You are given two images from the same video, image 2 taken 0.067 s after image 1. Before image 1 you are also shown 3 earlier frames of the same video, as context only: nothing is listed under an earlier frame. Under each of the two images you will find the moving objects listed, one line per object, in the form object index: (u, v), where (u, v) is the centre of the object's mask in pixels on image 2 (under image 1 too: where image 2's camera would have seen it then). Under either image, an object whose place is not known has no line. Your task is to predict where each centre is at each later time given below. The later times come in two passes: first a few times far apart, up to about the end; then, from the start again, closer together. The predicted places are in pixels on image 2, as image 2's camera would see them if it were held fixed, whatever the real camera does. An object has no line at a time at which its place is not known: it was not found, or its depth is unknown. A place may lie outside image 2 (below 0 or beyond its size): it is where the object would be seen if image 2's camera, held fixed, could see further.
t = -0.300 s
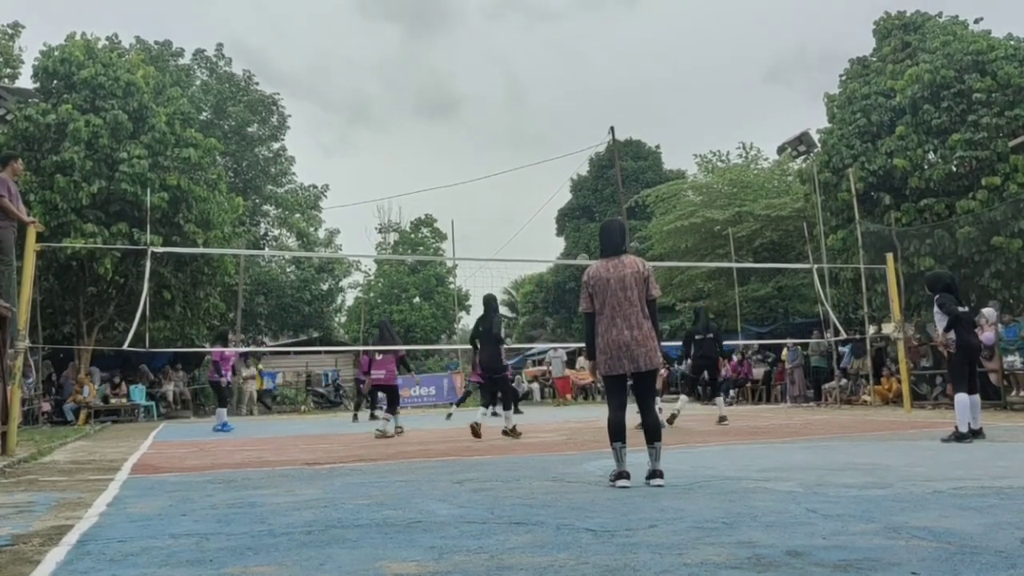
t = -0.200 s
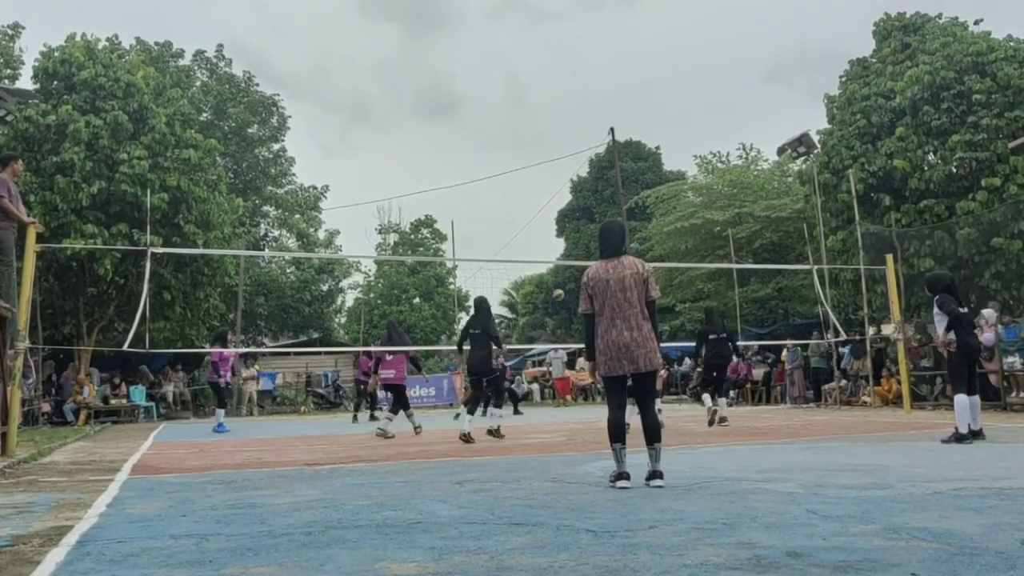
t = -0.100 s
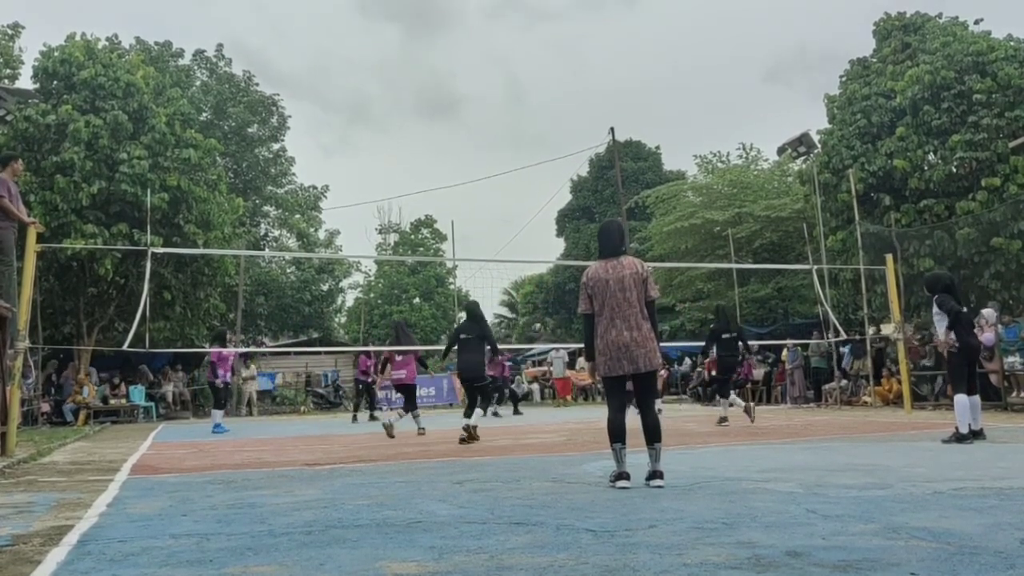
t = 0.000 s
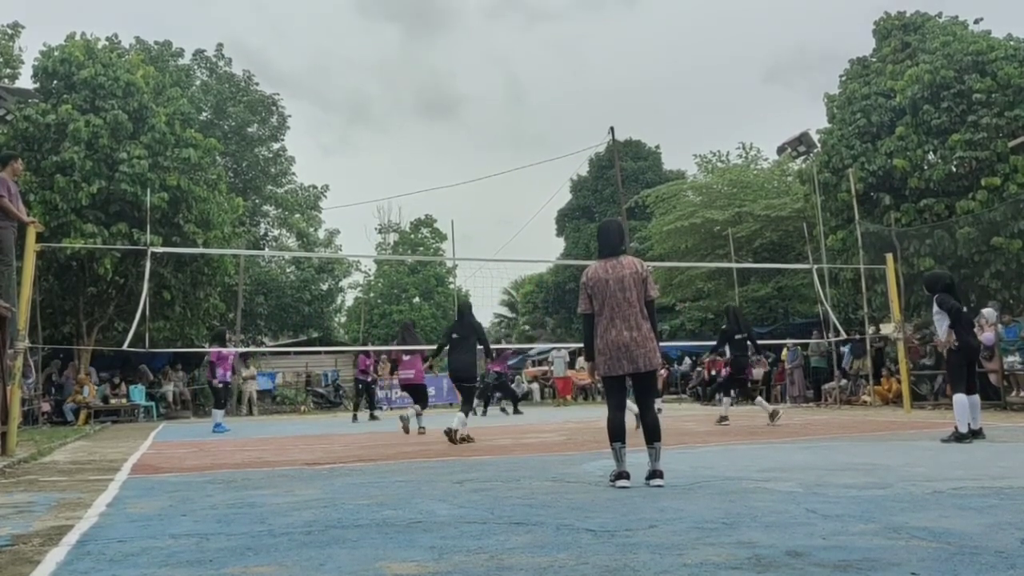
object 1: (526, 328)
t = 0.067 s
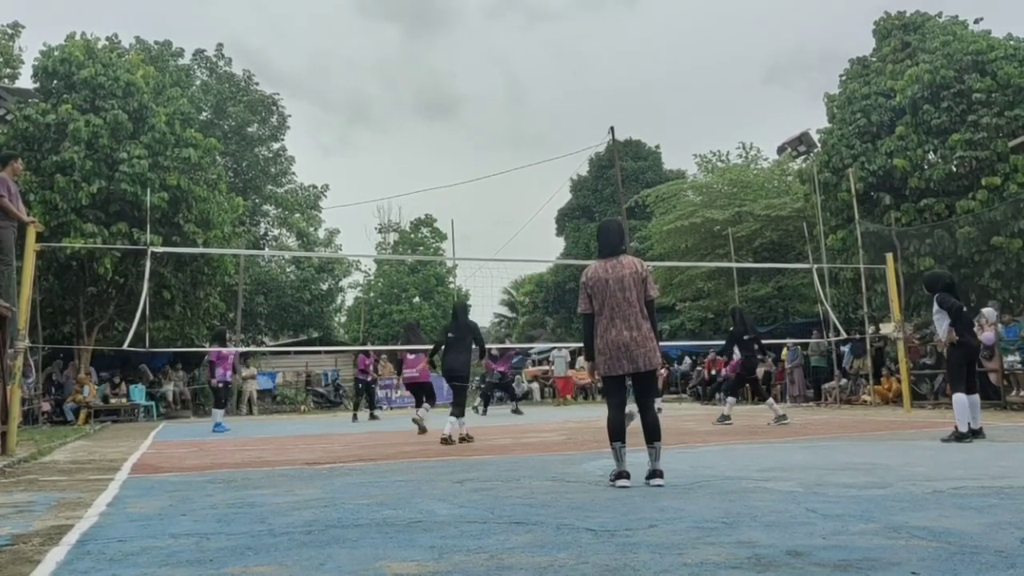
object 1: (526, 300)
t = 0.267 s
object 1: (518, 231)
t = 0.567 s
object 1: (510, 161)
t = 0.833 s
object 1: (503, 135)
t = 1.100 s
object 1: (497, 146)
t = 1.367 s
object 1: (493, 196)
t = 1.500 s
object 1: (492, 236)
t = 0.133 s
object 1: (521, 276)
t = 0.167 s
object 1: (521, 265)
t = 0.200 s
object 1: (520, 253)
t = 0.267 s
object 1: (518, 231)
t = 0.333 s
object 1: (516, 211)
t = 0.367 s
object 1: (515, 203)
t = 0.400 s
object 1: (514, 194)
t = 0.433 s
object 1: (513, 186)
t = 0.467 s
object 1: (513, 179)
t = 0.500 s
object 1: (512, 172)
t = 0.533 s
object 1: (511, 166)
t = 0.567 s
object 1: (510, 161)
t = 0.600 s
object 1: (509, 155)
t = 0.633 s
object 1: (508, 150)
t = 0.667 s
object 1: (507, 147)
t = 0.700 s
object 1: (506, 143)
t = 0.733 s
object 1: (505, 140)
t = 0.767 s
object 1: (505, 138)
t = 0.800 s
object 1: (503, 136)
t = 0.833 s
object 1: (503, 135)
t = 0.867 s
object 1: (502, 134)
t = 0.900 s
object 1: (501, 134)
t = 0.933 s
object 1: (500, 135)
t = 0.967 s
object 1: (500, 136)
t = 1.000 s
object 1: (499, 137)
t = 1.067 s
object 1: (498, 143)
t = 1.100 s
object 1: (497, 146)
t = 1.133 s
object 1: (496, 150)
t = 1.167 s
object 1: (496, 155)
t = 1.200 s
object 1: (495, 160)
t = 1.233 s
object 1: (495, 166)
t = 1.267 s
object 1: (494, 173)
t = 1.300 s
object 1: (494, 180)
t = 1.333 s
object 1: (493, 188)
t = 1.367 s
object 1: (493, 196)
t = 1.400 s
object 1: (493, 205)
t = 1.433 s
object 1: (493, 215)
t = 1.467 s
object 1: (492, 225)
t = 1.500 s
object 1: (492, 236)
